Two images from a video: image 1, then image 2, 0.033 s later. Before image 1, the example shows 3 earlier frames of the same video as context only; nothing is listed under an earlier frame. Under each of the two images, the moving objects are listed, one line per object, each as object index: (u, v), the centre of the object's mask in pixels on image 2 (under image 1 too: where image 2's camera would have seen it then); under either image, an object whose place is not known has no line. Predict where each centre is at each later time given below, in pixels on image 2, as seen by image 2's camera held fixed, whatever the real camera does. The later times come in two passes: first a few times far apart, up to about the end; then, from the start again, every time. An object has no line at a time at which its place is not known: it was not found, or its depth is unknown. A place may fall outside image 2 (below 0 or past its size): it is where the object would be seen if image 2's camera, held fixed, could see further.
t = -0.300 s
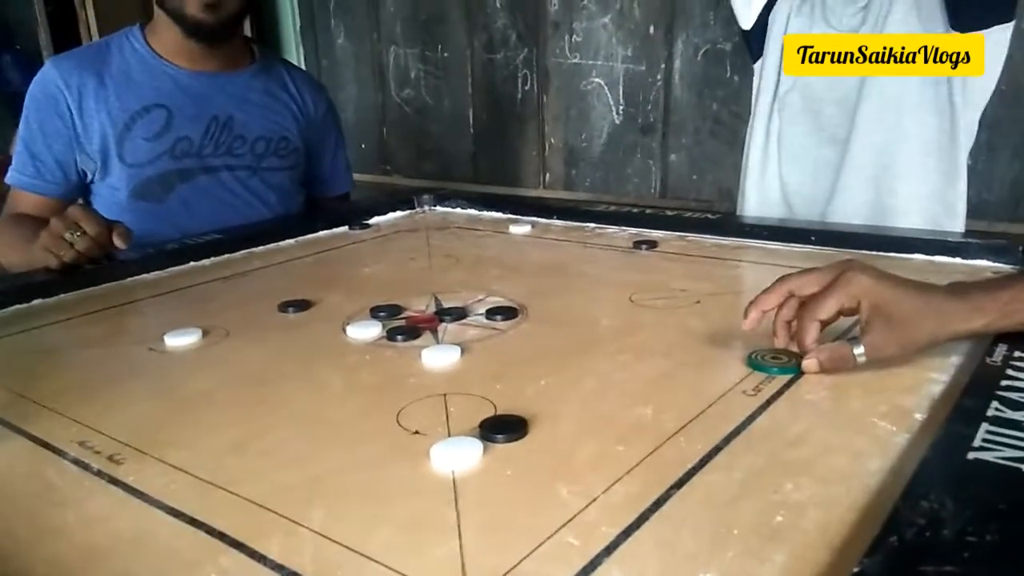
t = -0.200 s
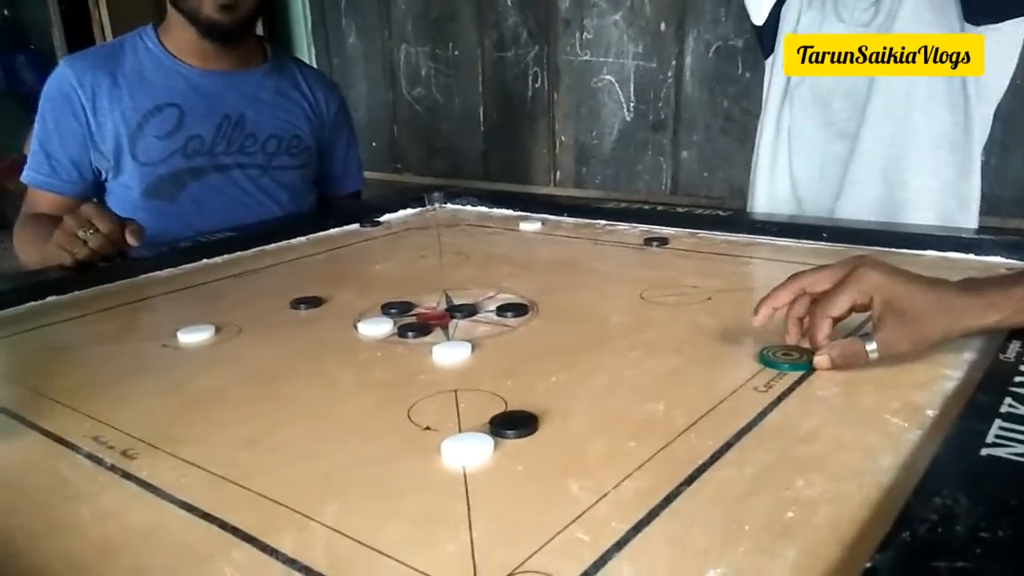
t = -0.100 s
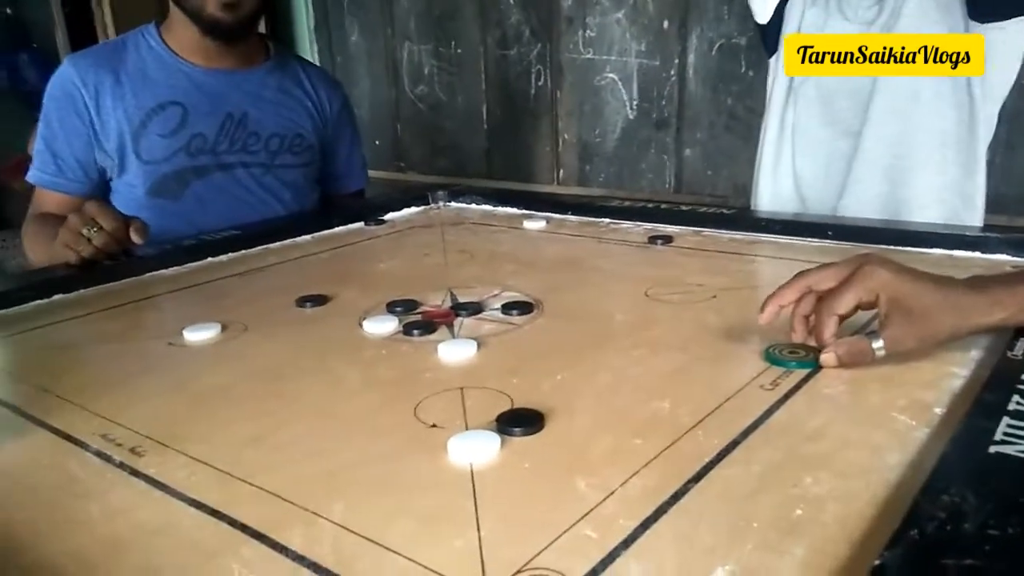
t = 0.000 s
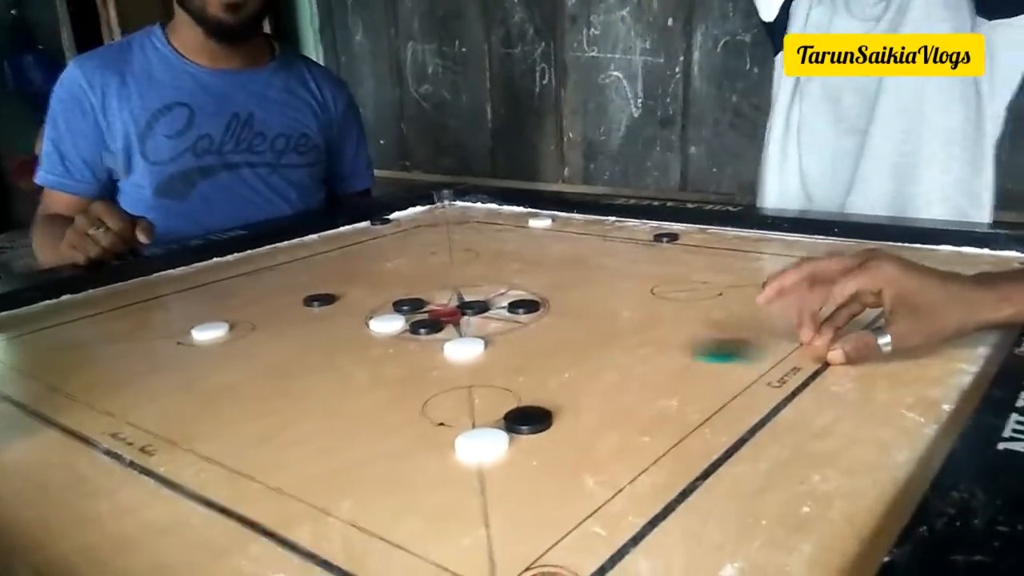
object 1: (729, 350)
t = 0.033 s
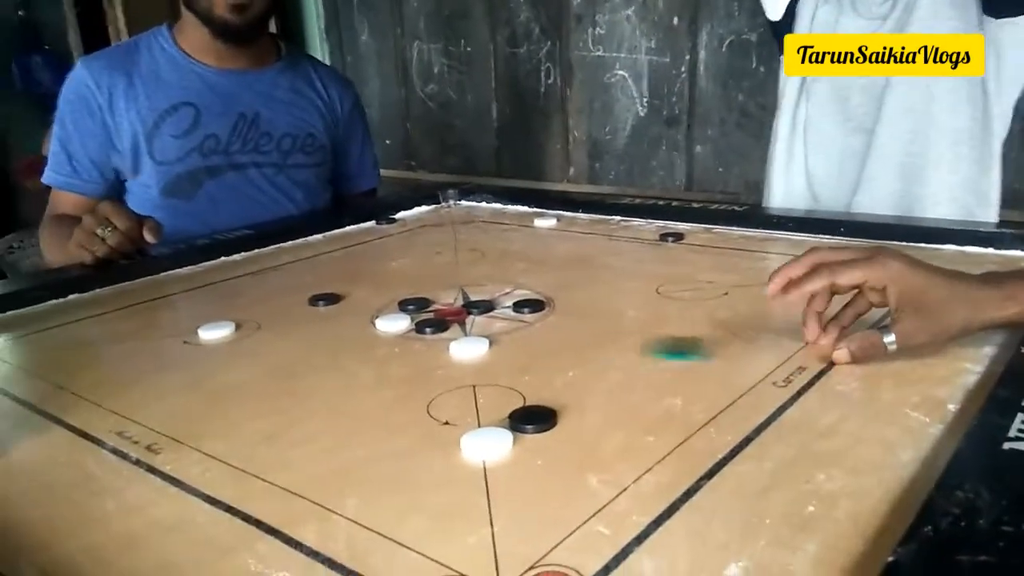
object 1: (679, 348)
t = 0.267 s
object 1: (486, 337)
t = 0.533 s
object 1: (465, 330)
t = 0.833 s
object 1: (465, 330)
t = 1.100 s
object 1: (464, 331)
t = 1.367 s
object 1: (464, 331)
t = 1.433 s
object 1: (464, 331)
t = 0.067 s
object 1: (629, 347)
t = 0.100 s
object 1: (582, 346)
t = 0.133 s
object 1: (541, 345)
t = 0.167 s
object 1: (510, 343)
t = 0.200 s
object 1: (501, 341)
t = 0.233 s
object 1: (494, 339)
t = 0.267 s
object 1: (486, 337)
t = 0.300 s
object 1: (479, 335)
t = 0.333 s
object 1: (471, 333)
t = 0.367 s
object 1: (468, 332)
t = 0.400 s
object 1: (466, 331)
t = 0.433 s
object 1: (466, 330)
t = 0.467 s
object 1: (465, 330)
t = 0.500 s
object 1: (465, 330)
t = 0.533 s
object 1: (465, 330)
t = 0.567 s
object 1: (465, 330)
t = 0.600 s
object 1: (465, 330)
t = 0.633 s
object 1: (465, 330)
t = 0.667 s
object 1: (465, 330)
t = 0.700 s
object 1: (465, 330)
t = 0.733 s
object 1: (465, 330)
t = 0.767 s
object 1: (465, 330)
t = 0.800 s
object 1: (465, 330)
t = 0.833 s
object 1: (465, 330)
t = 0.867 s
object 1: (465, 331)
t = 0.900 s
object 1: (464, 332)
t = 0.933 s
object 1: (465, 332)
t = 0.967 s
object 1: (465, 331)
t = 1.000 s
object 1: (464, 331)
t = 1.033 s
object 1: (464, 331)
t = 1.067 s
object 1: (464, 331)
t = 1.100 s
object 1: (464, 331)
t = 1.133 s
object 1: (464, 331)
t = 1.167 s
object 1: (464, 331)
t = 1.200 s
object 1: (464, 331)
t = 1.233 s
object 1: (464, 331)
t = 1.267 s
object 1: (464, 330)
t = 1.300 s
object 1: (464, 331)
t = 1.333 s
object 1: (464, 331)
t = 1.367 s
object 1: (464, 331)
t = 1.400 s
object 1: (464, 331)
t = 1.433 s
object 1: (464, 331)
